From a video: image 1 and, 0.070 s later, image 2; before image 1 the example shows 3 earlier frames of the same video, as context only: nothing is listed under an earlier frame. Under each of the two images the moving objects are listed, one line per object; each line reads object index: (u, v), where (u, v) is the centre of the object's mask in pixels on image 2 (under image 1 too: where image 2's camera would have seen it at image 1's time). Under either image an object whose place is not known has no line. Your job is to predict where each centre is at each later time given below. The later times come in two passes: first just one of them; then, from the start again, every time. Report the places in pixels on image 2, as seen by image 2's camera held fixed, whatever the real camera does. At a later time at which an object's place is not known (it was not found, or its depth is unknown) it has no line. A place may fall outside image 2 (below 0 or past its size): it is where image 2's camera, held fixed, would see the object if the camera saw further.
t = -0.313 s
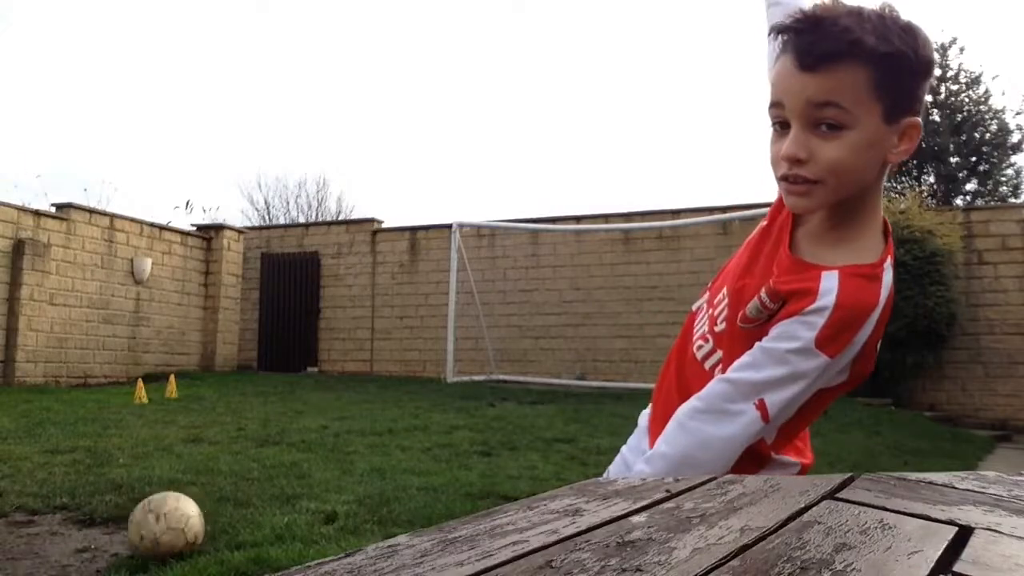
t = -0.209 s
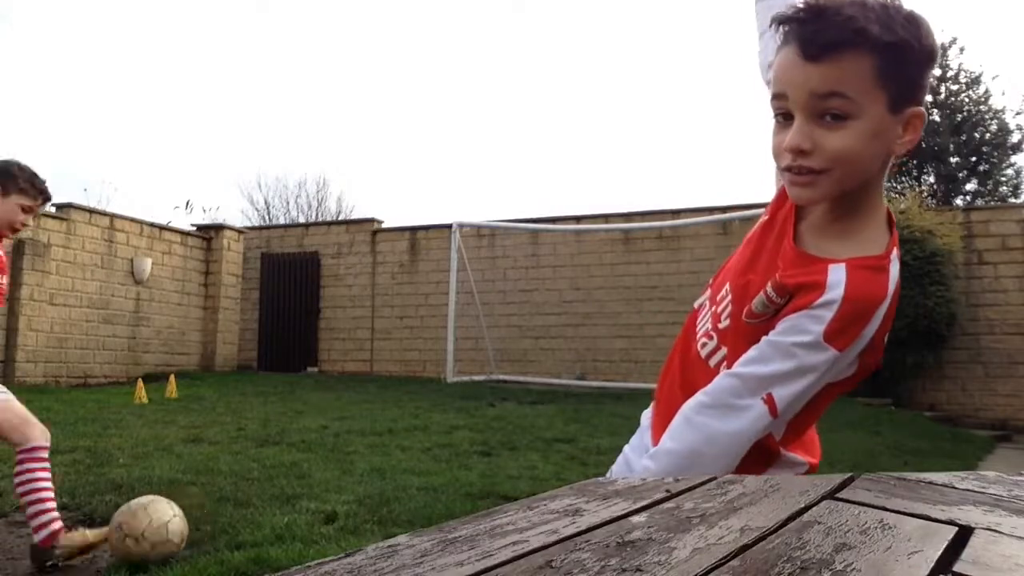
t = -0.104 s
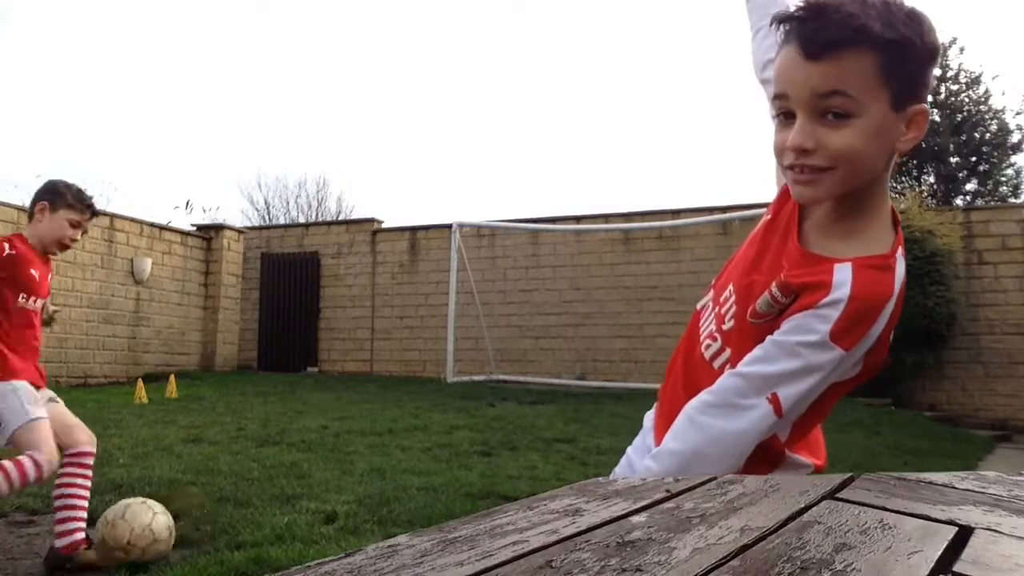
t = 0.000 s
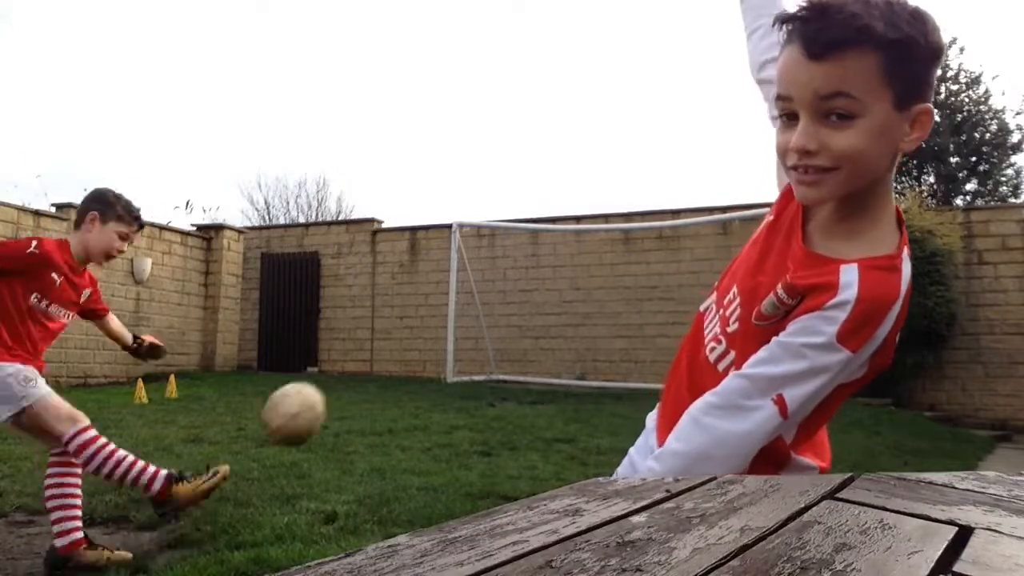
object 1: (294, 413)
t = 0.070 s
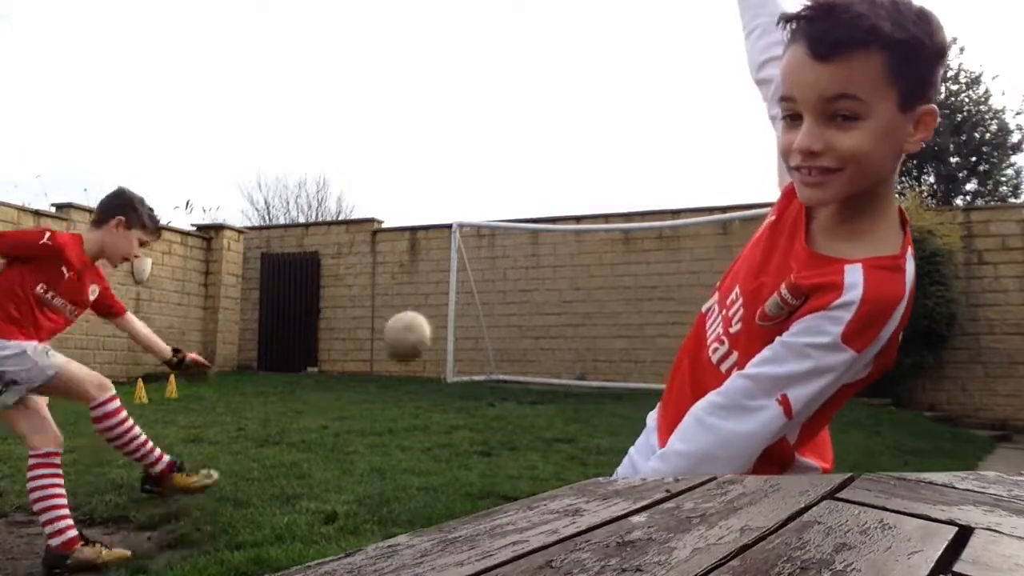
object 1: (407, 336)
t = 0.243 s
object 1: (557, 261)
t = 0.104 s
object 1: (446, 311)
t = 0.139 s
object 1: (480, 292)
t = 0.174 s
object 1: (510, 278)
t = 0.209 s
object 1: (535, 268)
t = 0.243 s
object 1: (557, 261)
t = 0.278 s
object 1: (576, 255)
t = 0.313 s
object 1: (592, 253)
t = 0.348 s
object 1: (607, 252)
